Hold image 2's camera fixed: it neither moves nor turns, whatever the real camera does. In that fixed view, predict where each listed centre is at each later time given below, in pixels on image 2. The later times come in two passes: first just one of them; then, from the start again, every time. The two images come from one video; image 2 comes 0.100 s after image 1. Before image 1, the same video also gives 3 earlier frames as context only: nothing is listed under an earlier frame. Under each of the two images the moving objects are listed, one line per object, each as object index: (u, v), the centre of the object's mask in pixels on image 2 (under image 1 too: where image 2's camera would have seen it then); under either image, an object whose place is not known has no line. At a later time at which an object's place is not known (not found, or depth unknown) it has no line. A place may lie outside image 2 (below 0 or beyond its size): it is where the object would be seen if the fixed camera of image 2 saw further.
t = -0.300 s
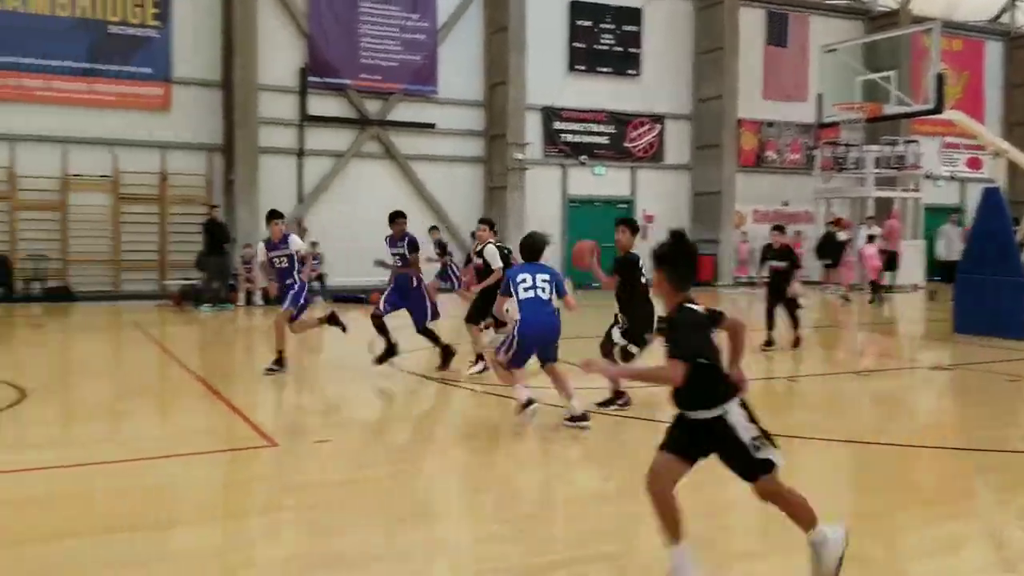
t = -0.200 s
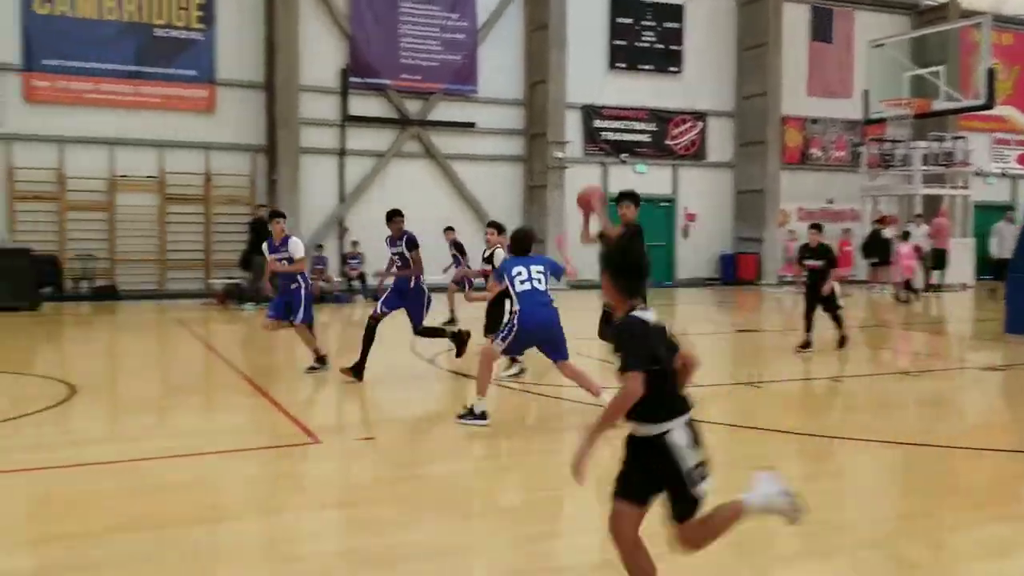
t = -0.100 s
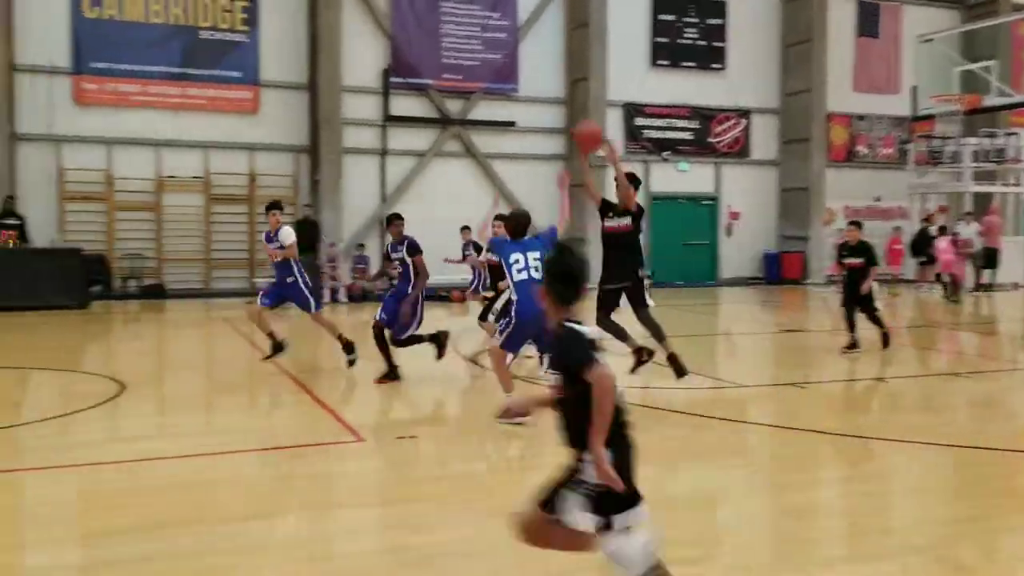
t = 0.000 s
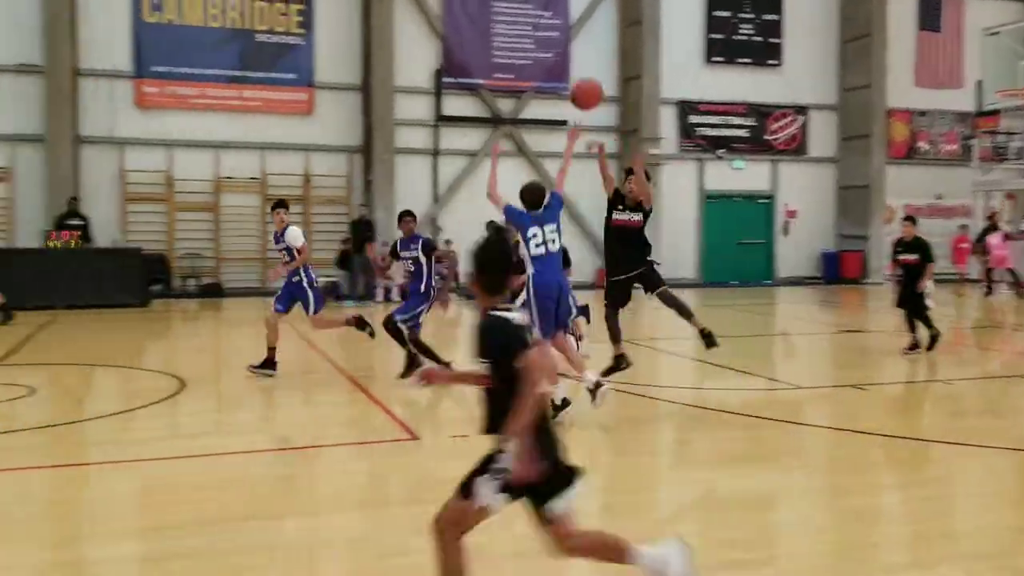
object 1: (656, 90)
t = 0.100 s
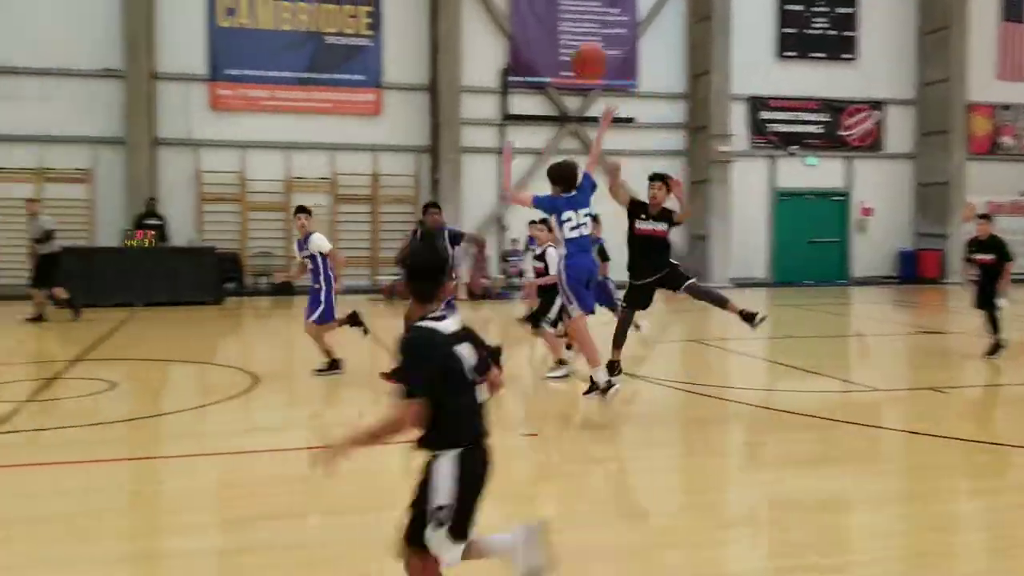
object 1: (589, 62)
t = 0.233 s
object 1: (483, 40)
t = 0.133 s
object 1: (565, 53)
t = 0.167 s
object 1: (538, 46)
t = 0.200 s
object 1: (512, 43)
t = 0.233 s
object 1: (483, 40)
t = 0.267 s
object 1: (453, 38)
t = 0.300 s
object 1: (422, 39)
